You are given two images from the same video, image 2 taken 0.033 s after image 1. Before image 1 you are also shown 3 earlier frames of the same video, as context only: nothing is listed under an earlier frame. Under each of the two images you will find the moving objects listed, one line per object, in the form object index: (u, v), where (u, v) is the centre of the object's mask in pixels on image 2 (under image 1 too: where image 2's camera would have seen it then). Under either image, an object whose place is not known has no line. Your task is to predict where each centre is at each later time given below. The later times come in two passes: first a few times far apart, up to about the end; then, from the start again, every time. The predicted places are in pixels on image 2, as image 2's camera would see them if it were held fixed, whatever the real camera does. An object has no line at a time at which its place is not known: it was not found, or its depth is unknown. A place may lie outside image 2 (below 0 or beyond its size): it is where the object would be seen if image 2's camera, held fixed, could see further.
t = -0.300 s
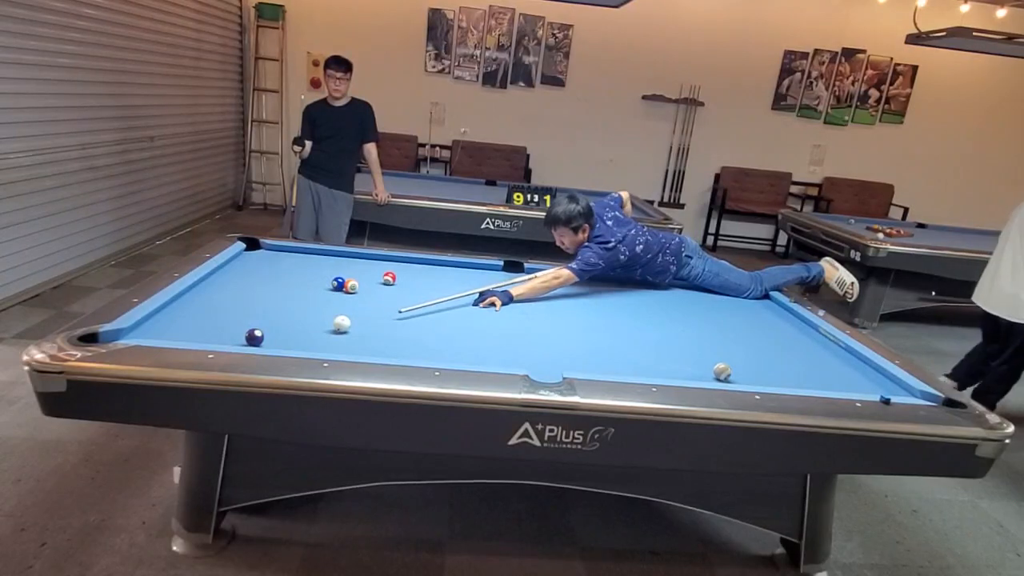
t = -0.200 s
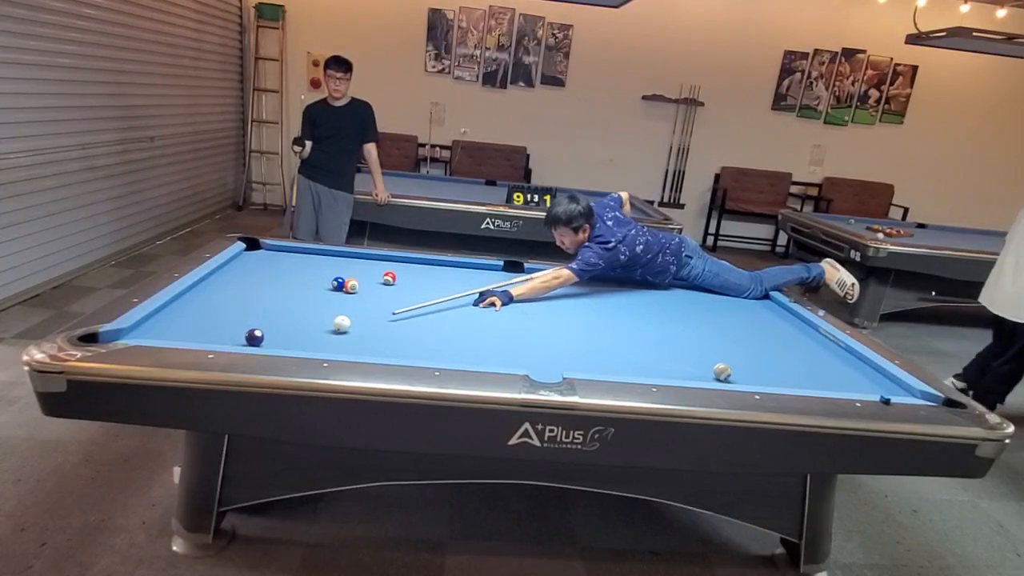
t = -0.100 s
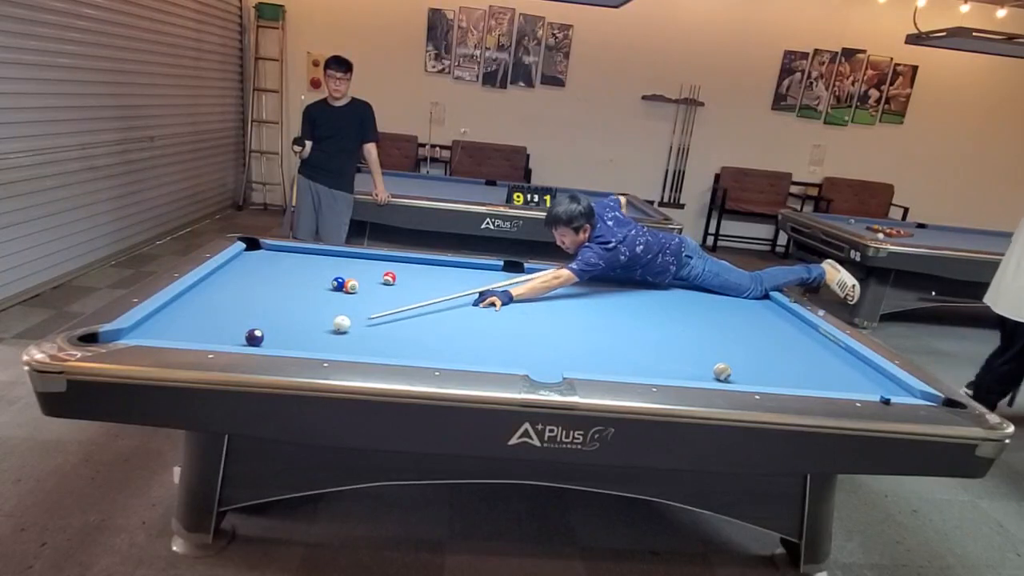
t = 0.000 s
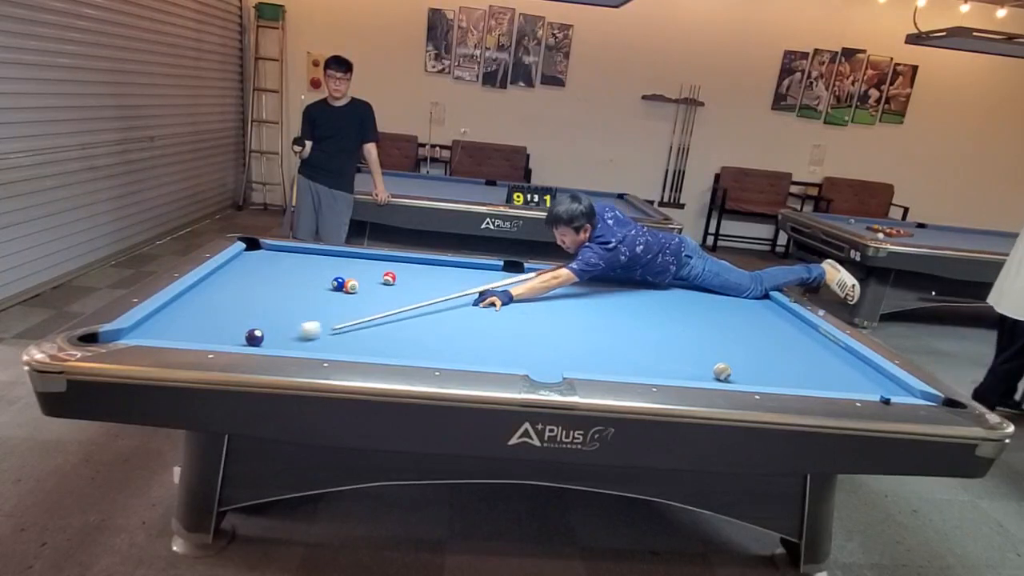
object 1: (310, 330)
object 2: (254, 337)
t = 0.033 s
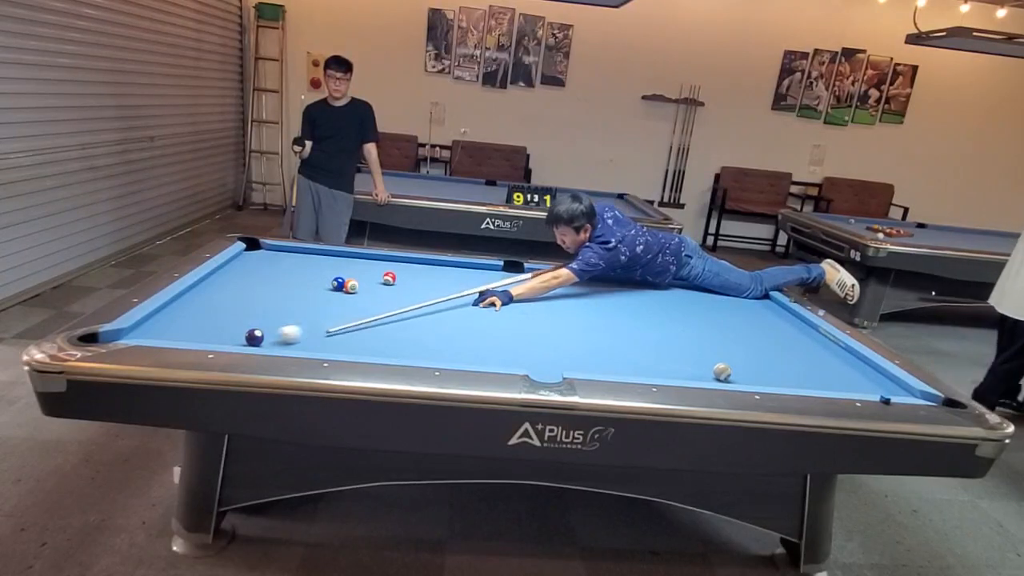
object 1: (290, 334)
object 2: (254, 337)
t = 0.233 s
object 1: (279, 343)
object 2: (162, 335)
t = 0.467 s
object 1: (308, 337)
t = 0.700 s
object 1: (334, 329)
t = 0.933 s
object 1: (356, 322)
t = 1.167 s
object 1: (377, 316)
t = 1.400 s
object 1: (395, 311)
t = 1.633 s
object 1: (412, 306)
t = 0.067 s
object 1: (273, 338)
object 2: (250, 337)
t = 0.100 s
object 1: (272, 341)
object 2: (232, 336)
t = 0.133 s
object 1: (271, 342)
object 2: (213, 336)
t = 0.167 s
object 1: (270, 345)
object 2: (194, 336)
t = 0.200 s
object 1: (275, 343)
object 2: (178, 335)
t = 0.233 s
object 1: (279, 343)
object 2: (162, 335)
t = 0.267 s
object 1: (283, 342)
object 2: (146, 335)
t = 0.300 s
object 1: (287, 341)
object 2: (132, 335)
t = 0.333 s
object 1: (291, 341)
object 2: (113, 337)
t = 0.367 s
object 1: (296, 341)
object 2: (100, 338)
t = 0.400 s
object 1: (300, 339)
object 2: (94, 342)
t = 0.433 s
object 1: (304, 338)
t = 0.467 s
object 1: (308, 337)
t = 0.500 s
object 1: (312, 335)
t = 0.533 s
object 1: (315, 334)
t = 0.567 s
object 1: (319, 333)
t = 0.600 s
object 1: (323, 332)
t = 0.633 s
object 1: (326, 331)
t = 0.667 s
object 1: (330, 330)
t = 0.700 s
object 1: (334, 329)
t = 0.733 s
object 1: (337, 328)
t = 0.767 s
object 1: (340, 327)
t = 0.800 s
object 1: (344, 326)
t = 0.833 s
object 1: (347, 325)
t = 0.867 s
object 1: (350, 324)
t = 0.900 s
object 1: (353, 323)
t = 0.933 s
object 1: (356, 322)
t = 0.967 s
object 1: (360, 321)
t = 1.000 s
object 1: (363, 320)
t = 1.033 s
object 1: (365, 319)
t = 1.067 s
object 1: (368, 318)
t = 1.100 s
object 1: (372, 318)
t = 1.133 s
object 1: (374, 317)
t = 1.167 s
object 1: (377, 316)
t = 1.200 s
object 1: (380, 315)
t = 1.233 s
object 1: (383, 314)
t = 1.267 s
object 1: (385, 313)
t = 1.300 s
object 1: (388, 313)
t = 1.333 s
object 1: (390, 312)
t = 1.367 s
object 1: (393, 311)
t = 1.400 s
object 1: (395, 311)
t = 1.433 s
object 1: (398, 310)
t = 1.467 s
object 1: (400, 309)
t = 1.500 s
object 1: (403, 308)
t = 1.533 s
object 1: (405, 308)
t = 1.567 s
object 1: (407, 307)
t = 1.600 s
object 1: (410, 306)
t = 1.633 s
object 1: (412, 306)
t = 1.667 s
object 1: (414, 305)
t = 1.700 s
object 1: (416, 305)
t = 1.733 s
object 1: (418, 304)
